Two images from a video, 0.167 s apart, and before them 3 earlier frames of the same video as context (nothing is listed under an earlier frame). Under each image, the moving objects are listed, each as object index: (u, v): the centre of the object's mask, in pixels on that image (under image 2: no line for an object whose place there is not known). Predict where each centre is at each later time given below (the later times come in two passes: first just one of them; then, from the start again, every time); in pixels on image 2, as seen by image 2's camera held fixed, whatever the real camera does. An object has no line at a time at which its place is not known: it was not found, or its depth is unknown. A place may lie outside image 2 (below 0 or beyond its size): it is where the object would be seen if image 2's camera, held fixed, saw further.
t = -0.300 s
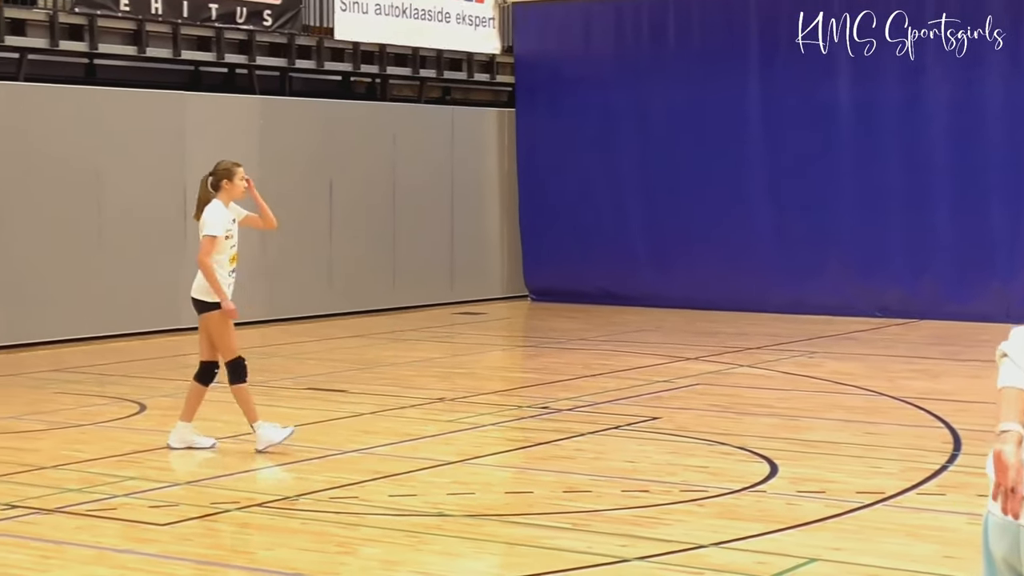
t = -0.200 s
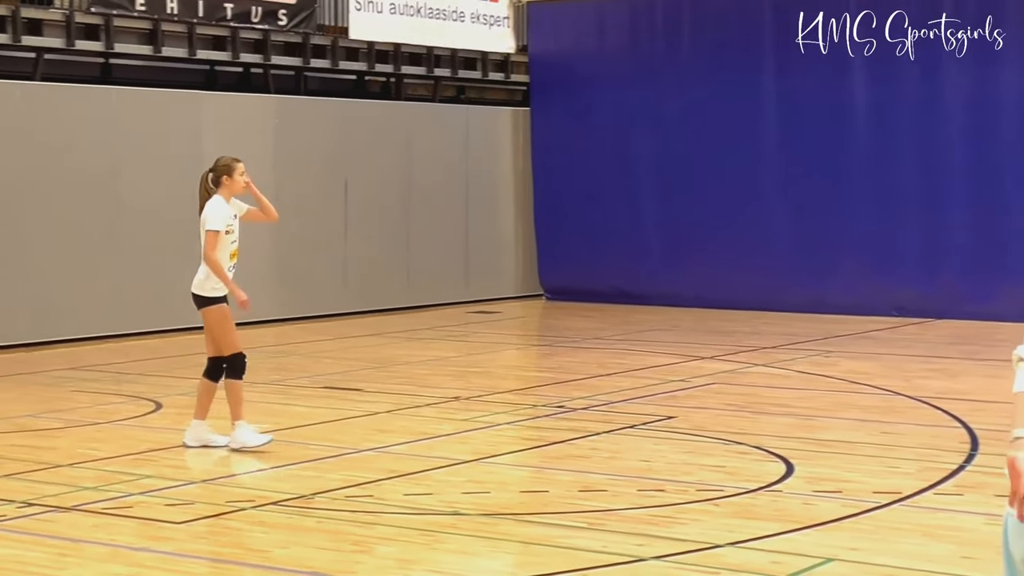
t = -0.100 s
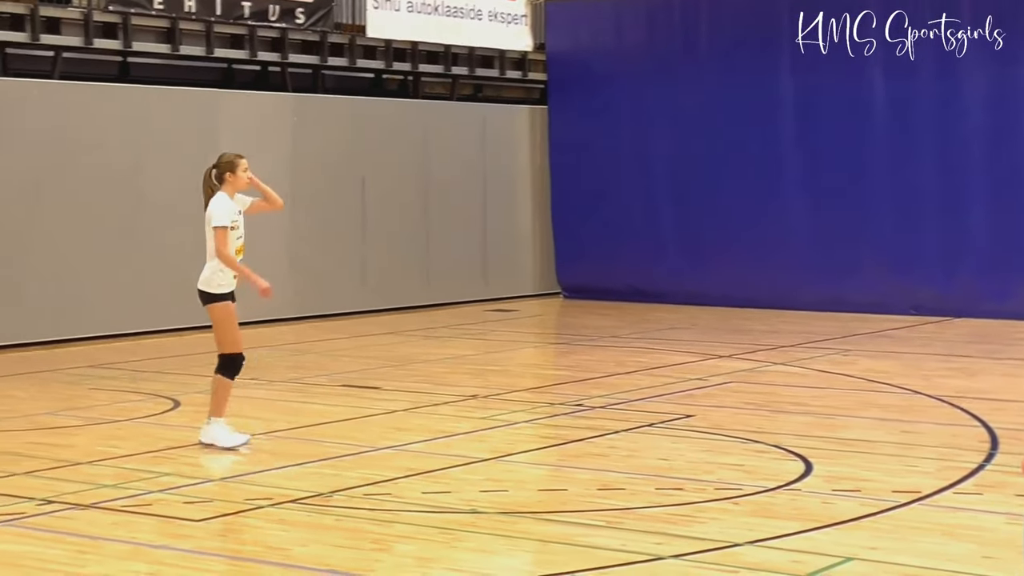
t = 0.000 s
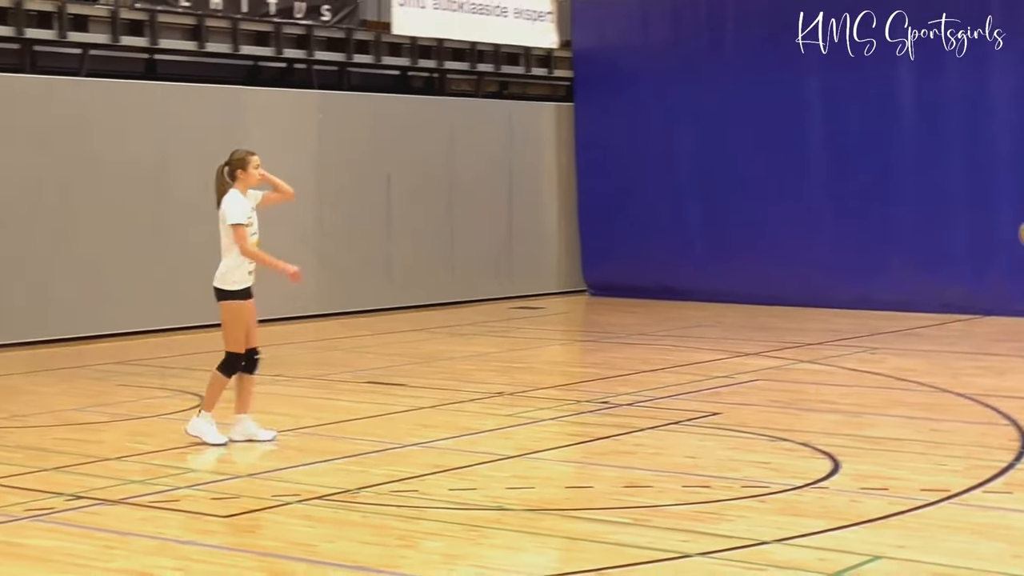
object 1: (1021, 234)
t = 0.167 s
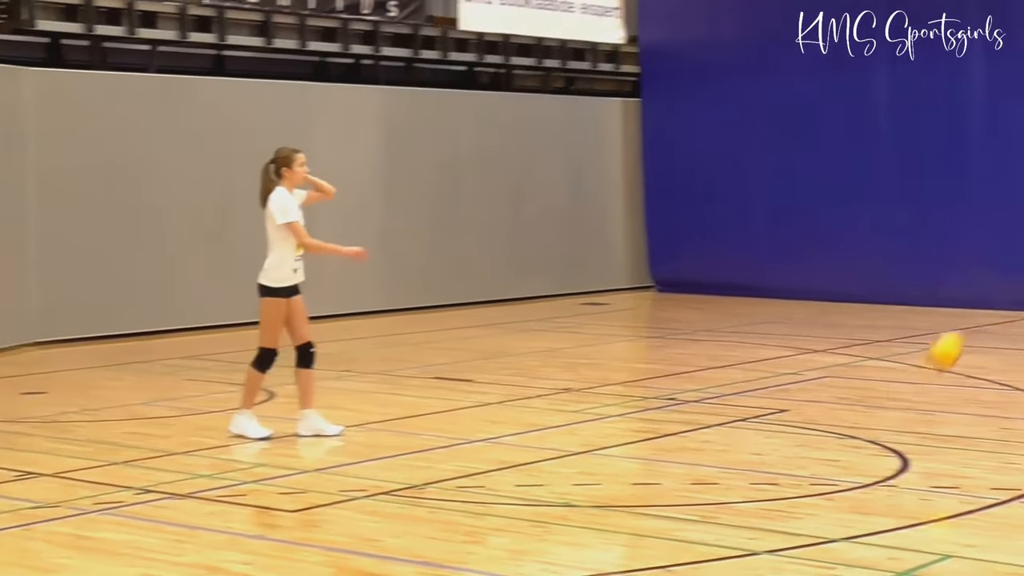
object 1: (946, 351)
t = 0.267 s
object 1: (851, 408)
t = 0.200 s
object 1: (903, 389)
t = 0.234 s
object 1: (883, 408)
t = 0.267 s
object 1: (851, 408)
